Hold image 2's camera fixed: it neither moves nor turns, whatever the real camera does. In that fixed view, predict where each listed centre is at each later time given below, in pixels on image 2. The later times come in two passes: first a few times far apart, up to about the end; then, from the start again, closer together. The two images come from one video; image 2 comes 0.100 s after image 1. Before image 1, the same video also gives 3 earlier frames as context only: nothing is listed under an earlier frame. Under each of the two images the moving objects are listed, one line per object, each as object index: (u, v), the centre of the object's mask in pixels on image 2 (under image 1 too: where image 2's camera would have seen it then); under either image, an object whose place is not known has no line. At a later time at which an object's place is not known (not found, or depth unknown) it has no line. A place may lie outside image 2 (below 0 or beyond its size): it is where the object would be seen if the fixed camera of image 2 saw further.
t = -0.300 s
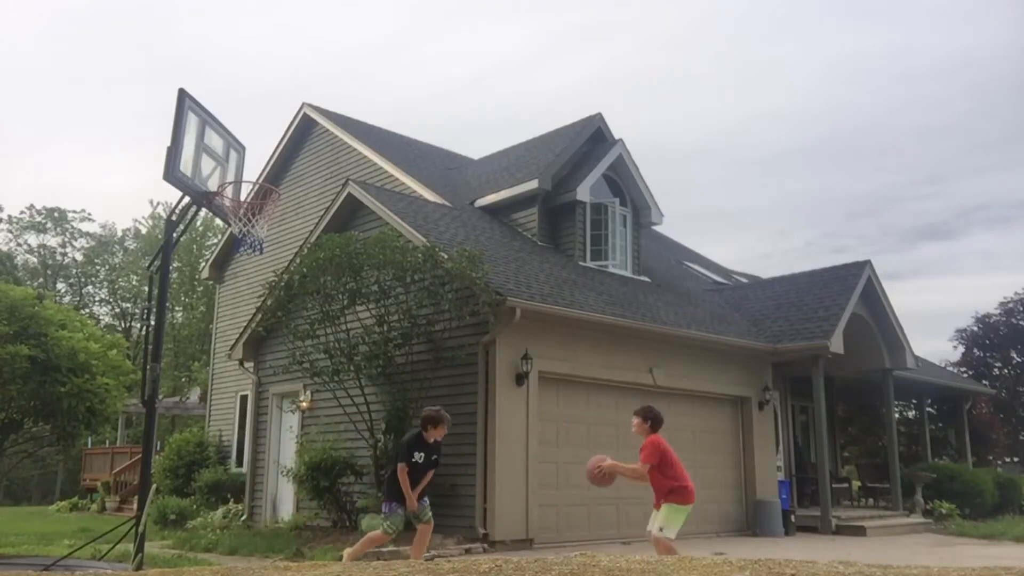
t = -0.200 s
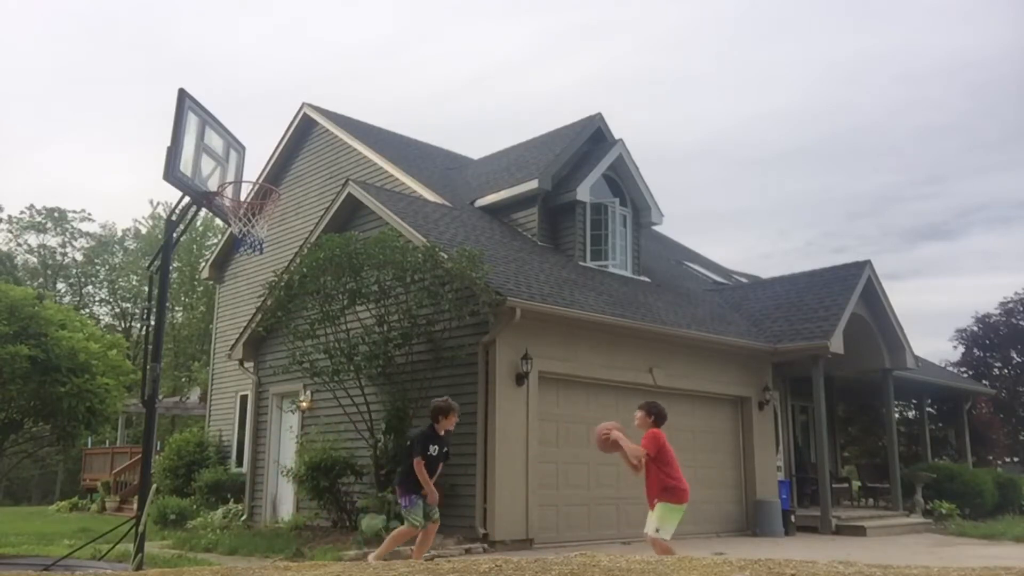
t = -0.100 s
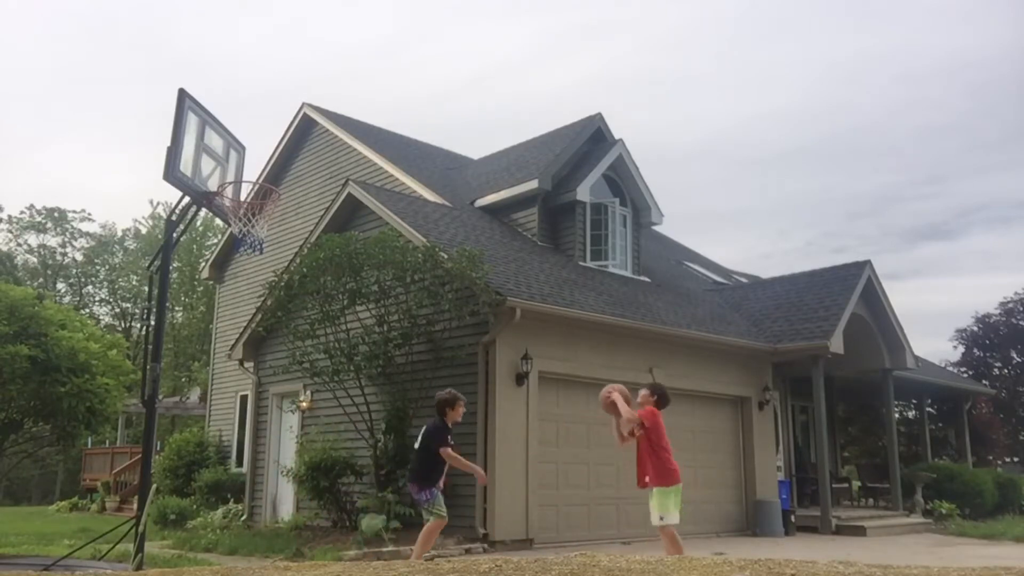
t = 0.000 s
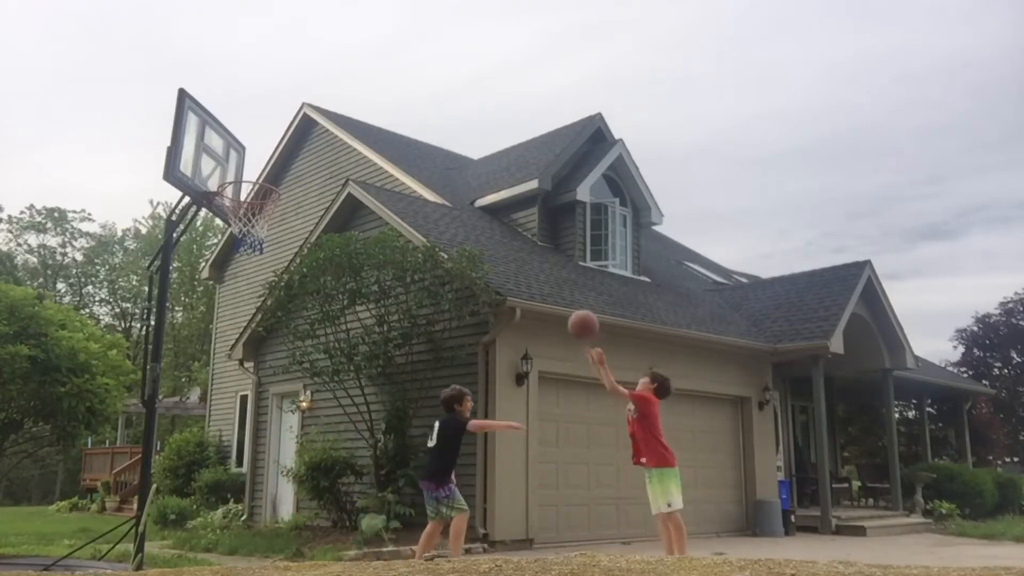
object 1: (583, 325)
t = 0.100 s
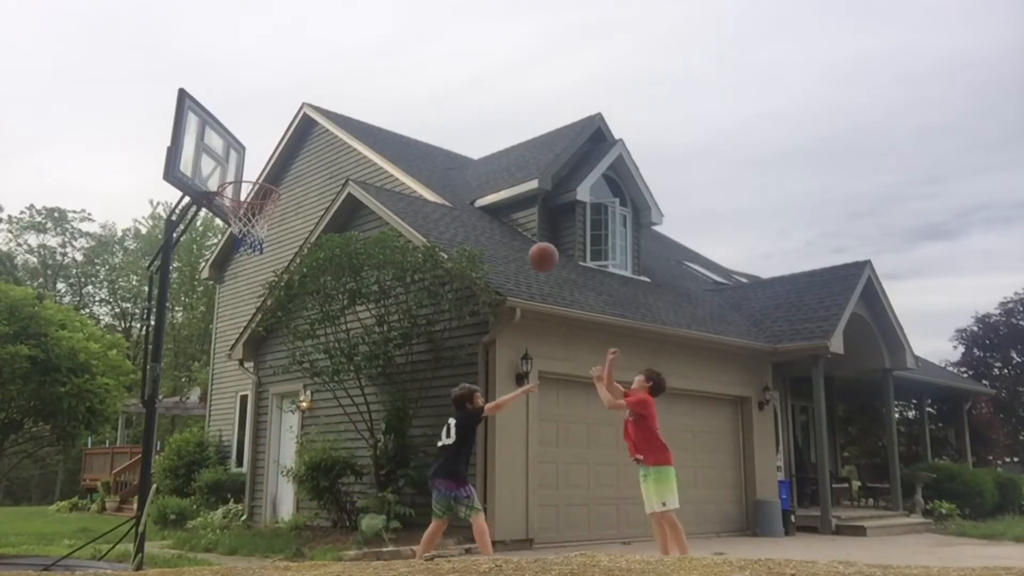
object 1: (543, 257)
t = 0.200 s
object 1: (505, 204)
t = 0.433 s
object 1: (419, 125)
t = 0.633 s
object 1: (348, 108)
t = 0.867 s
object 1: (265, 145)
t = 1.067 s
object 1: (256, 174)
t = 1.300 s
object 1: (329, 182)
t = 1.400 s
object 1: (360, 204)
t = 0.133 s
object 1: (530, 237)
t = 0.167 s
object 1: (517, 219)
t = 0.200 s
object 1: (505, 204)
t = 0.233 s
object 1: (493, 188)
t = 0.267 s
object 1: (479, 174)
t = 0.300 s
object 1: (467, 162)
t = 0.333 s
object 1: (456, 151)
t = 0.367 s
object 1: (444, 141)
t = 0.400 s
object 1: (431, 133)
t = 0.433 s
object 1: (419, 125)
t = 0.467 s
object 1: (407, 119)
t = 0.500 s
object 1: (395, 115)
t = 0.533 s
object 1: (383, 111)
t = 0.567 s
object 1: (372, 109)
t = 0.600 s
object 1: (360, 108)
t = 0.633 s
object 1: (348, 108)
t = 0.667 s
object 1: (336, 109)
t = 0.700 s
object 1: (324, 112)
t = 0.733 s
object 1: (313, 116)
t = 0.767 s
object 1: (300, 122)
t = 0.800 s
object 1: (289, 129)
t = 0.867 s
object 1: (265, 145)
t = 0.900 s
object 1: (253, 156)
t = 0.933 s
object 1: (240, 167)
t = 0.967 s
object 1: (229, 180)
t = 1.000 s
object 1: (235, 184)
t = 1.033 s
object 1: (246, 178)
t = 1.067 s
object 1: (256, 174)
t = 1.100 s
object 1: (268, 171)
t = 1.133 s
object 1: (277, 171)
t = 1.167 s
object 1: (287, 170)
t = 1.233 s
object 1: (309, 174)
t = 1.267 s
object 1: (319, 177)
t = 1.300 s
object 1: (329, 182)
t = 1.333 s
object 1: (340, 189)
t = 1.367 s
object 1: (350, 196)
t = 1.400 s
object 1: (360, 204)
